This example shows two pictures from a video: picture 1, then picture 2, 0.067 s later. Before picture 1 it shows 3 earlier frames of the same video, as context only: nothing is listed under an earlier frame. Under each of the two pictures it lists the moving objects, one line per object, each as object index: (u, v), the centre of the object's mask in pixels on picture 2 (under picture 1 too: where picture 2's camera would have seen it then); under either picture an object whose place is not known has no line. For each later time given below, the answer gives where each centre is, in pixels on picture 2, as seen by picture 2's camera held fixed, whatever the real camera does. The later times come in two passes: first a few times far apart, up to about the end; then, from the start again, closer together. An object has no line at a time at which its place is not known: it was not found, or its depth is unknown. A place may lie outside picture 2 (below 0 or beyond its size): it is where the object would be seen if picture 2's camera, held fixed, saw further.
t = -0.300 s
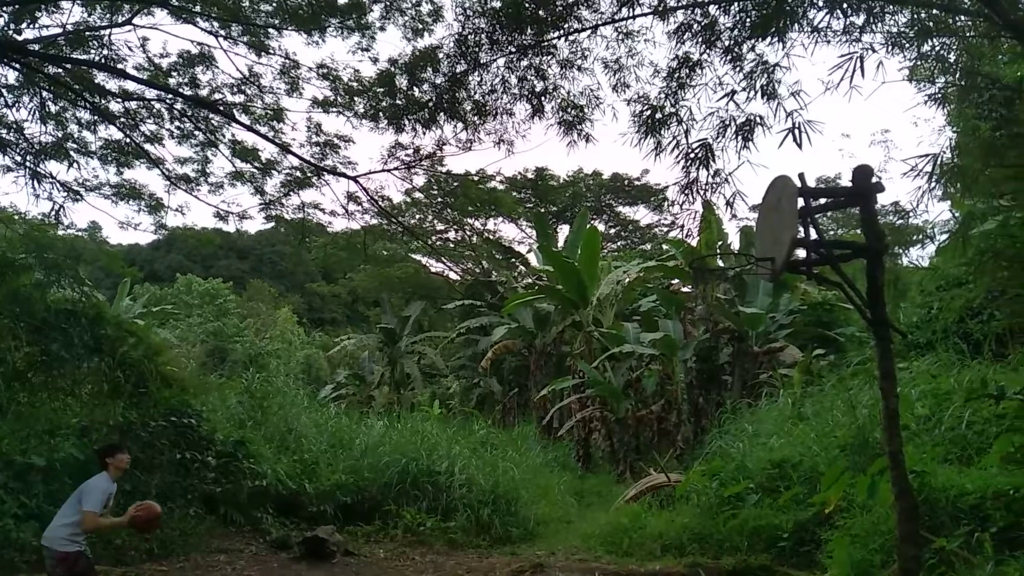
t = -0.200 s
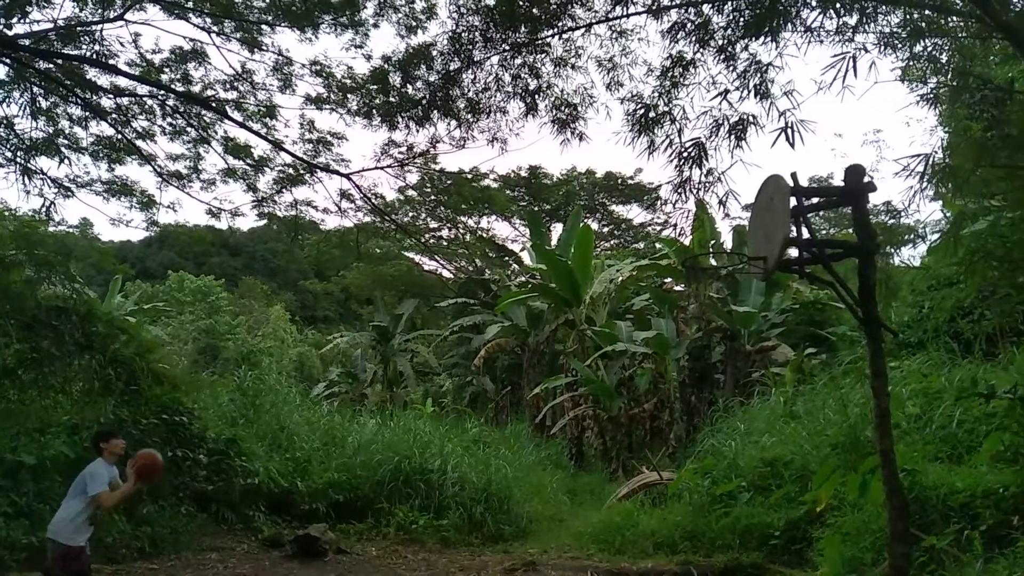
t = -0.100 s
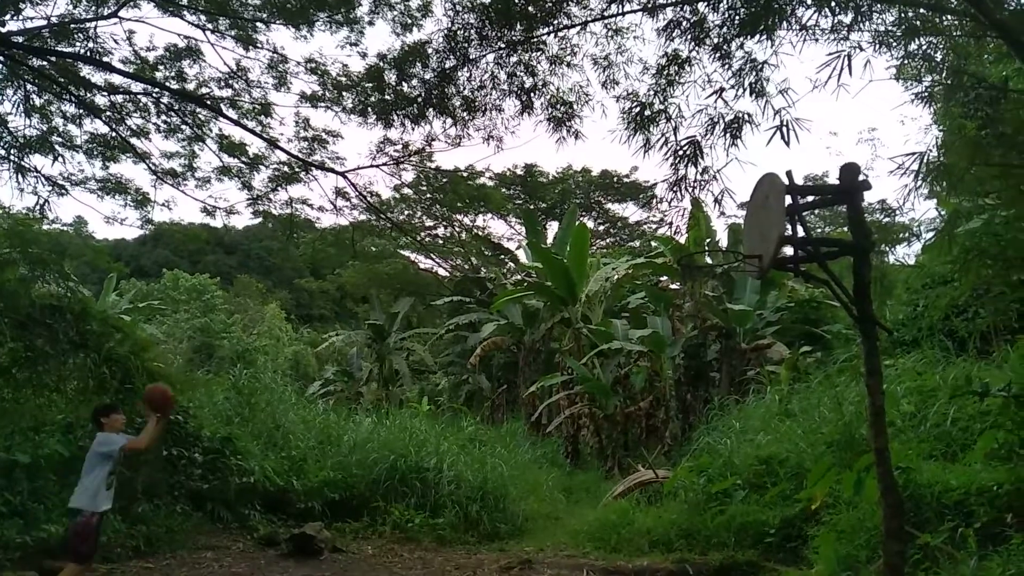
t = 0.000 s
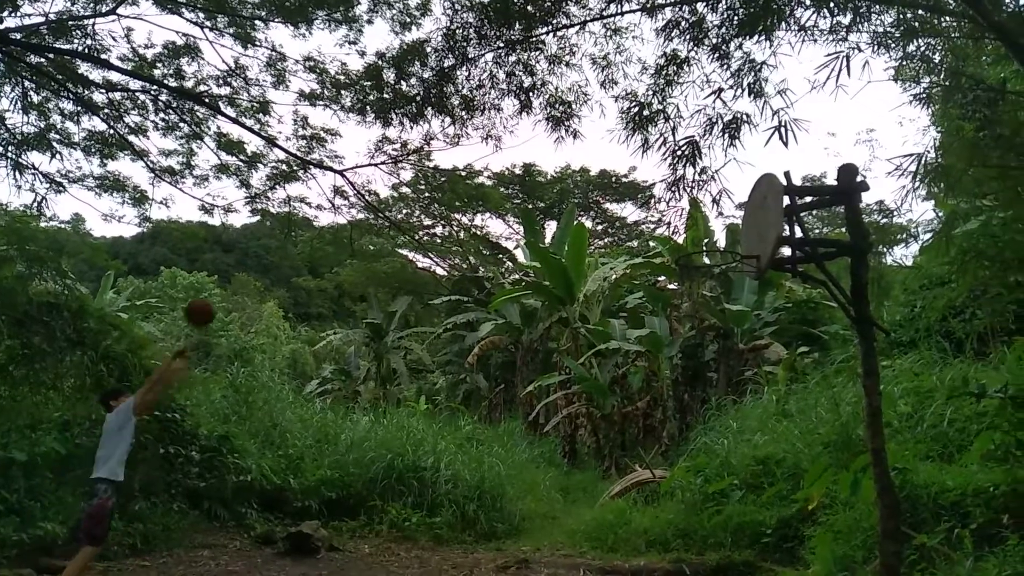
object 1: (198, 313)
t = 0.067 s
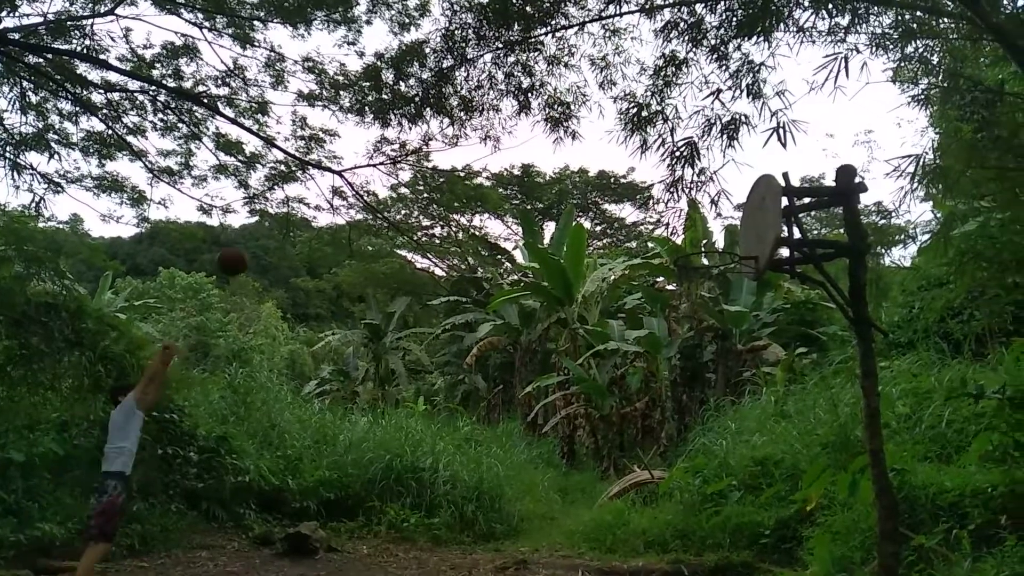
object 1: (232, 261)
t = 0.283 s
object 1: (332, 136)
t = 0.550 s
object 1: (439, 57)
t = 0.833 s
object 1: (543, 56)
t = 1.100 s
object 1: (640, 139)
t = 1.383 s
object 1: (702, 268)
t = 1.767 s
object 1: (672, 462)
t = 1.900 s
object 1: (661, 565)
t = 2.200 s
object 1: (634, 510)
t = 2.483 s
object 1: (609, 444)
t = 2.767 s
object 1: (582, 475)
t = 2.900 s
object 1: (569, 521)
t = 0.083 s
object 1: (240, 250)
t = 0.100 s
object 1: (249, 238)
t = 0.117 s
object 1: (256, 227)
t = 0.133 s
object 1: (265, 216)
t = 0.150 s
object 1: (272, 206)
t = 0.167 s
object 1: (280, 196)
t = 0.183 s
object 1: (288, 186)
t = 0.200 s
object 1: (296, 176)
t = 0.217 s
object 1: (303, 168)
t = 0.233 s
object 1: (310, 160)
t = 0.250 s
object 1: (318, 152)
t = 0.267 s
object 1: (325, 143)
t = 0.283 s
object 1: (332, 136)
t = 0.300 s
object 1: (339, 128)
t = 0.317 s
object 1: (346, 122)
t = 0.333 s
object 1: (353, 115)
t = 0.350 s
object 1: (360, 109)
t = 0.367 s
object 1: (367, 103)
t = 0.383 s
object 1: (373, 98)
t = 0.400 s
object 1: (380, 93)
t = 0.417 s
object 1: (387, 87)
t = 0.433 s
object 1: (393, 82)
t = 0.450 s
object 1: (399, 78)
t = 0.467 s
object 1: (406, 74)
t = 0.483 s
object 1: (412, 70)
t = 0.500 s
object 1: (419, 66)
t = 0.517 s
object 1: (426, 63)
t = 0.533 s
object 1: (432, 60)
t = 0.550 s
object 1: (439, 57)
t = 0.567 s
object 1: (445, 55)
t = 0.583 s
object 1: (452, 54)
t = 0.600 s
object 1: (457, 52)
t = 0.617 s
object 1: (463, 50)
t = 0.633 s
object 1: (470, 49)
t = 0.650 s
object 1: (476, 48)
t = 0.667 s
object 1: (482, 47)
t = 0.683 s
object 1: (488, 47)
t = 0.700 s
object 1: (494, 47)
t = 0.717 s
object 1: (500, 47)
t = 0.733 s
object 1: (507, 47)
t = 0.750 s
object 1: (513, 48)
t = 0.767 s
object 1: (519, 49)
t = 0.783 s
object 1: (525, 51)
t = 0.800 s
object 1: (531, 52)
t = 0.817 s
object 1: (537, 55)
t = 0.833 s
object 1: (543, 56)
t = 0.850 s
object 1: (549, 59)
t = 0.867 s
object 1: (555, 62)
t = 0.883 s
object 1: (561, 66)
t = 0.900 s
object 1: (567, 69)
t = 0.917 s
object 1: (573, 73)
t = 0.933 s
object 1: (579, 78)
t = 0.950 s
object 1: (585, 82)
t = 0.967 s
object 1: (591, 87)
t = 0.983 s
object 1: (597, 93)
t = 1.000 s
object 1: (603, 98)
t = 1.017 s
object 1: (609, 104)
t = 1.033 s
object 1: (616, 111)
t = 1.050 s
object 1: (622, 118)
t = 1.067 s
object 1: (627, 124)
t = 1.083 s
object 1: (634, 131)
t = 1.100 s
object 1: (640, 139)
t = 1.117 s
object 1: (646, 147)
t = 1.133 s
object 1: (653, 156)
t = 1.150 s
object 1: (660, 165)
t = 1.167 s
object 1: (666, 174)
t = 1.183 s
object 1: (672, 184)
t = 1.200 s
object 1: (679, 193)
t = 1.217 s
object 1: (685, 204)
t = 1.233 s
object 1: (692, 215)
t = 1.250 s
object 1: (699, 225)
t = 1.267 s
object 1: (706, 237)
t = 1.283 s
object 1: (713, 249)
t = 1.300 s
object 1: (716, 258)
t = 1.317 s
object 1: (714, 258)
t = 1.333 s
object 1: (710, 260)
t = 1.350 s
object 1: (707, 261)
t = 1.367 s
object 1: (703, 264)
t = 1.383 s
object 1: (702, 268)
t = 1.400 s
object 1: (701, 273)
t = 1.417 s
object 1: (700, 278)
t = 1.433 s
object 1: (698, 283)
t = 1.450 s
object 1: (697, 289)
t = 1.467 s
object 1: (695, 296)
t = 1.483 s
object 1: (693, 302)
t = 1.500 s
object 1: (692, 308)
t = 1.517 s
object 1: (691, 316)
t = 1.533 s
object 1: (689, 323)
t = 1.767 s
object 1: (672, 462)
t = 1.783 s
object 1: (670, 475)
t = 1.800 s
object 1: (669, 489)
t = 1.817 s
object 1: (668, 501)
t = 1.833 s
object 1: (667, 515)
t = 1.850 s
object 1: (666, 529)
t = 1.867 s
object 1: (664, 544)
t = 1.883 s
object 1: (663, 557)
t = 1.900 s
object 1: (661, 565)
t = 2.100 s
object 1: (644, 559)
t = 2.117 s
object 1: (642, 550)
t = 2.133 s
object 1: (640, 541)
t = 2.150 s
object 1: (639, 533)
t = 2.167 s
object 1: (637, 525)
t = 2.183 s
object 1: (636, 517)
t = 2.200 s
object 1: (634, 510)
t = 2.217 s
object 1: (632, 503)
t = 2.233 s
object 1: (630, 497)
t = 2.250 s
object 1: (629, 491)
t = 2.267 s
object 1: (627, 485)
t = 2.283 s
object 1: (626, 479)
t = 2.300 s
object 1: (625, 475)
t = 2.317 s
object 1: (623, 470)
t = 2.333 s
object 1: (621, 466)
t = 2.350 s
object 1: (620, 463)
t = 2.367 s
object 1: (619, 459)
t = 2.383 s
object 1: (617, 456)
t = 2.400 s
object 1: (616, 453)
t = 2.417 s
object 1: (614, 451)
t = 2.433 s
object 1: (613, 448)
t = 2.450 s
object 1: (612, 447)
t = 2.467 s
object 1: (611, 446)
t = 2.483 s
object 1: (609, 444)
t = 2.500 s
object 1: (607, 443)
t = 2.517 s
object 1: (604, 444)
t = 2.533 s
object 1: (604, 443)
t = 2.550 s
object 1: (602, 444)
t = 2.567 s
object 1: (601, 444)
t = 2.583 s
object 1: (600, 444)
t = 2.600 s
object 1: (598, 446)
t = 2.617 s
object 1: (596, 448)
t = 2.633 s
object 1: (595, 450)
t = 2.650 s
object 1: (592, 452)
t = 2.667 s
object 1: (591, 454)
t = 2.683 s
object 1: (590, 456)
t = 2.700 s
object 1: (588, 460)
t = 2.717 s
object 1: (587, 463)
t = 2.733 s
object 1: (585, 467)
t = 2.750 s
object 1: (583, 471)
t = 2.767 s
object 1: (582, 475)
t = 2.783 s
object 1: (580, 480)
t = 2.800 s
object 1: (578, 485)
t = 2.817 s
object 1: (577, 490)
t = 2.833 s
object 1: (575, 496)
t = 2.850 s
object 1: (573, 502)
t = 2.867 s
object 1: (572, 508)
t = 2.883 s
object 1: (570, 514)
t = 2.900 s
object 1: (569, 521)
